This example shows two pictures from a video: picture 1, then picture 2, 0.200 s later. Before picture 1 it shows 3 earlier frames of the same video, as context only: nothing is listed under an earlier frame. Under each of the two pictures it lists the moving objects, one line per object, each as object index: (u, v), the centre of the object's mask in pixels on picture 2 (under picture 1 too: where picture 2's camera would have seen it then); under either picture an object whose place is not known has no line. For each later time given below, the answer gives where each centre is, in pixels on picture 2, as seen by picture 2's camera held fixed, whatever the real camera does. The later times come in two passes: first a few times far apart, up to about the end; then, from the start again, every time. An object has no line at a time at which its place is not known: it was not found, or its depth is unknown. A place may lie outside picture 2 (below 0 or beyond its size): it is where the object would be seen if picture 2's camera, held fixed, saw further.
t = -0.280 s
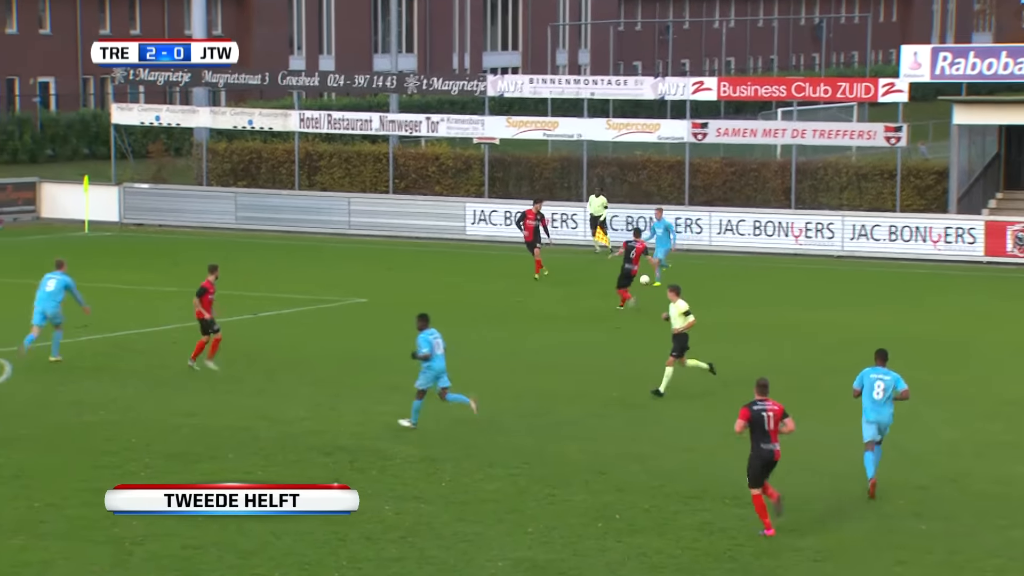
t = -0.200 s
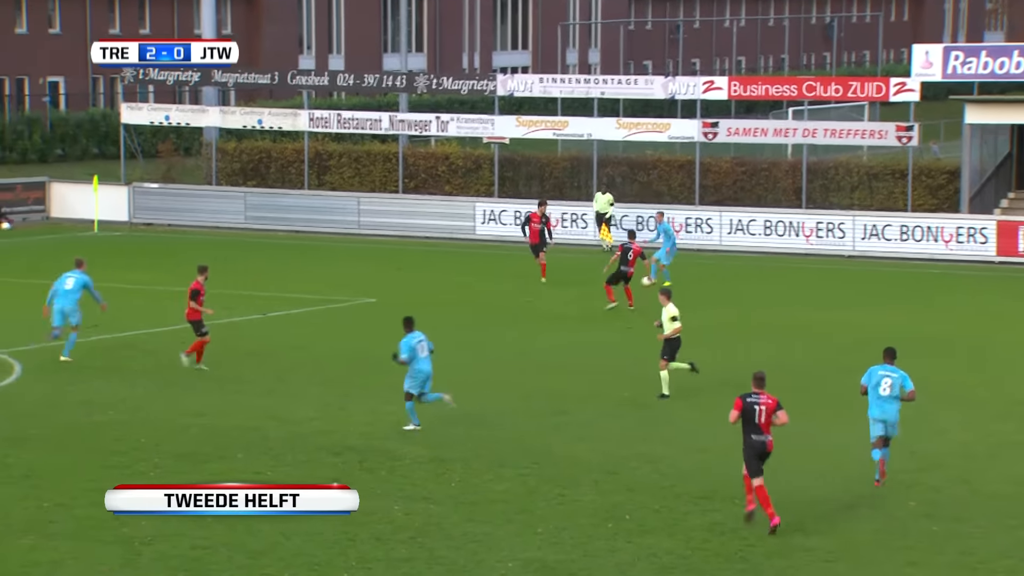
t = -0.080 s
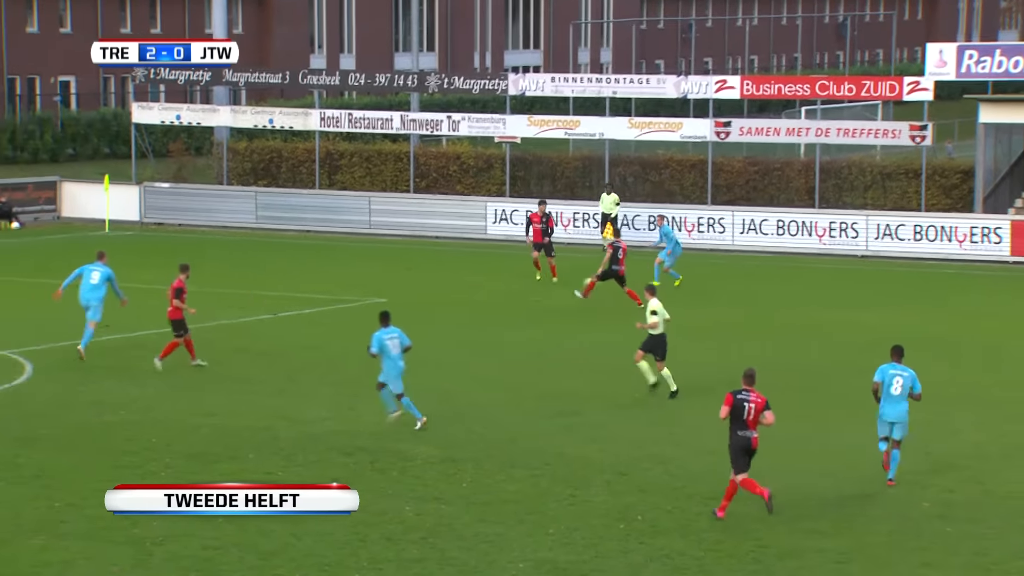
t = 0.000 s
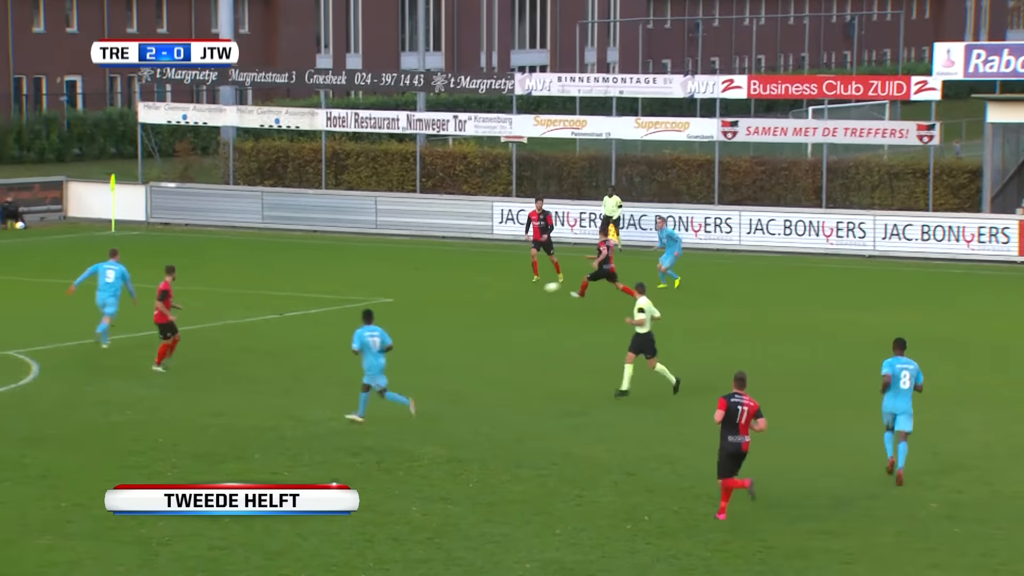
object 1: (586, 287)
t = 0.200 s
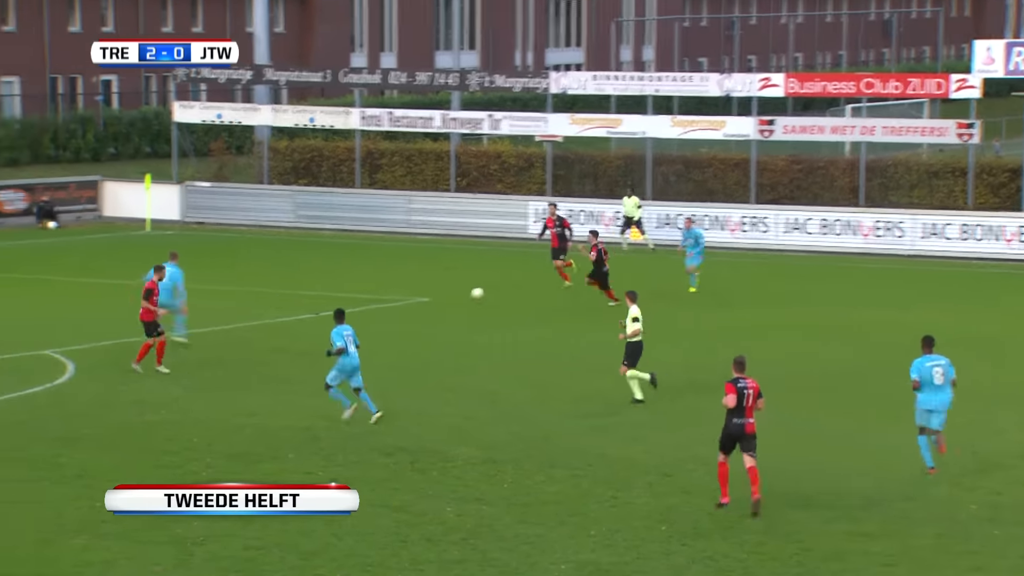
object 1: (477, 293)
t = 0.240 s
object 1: (456, 295)
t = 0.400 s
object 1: (373, 301)
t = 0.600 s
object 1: (276, 312)
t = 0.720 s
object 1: (223, 313)
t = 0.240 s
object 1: (456, 295)
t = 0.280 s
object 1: (434, 298)
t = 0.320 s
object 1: (413, 303)
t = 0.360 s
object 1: (392, 303)
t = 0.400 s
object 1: (373, 301)
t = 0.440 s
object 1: (354, 301)
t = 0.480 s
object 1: (334, 302)
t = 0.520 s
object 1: (315, 304)
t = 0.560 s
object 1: (295, 307)
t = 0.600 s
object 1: (276, 312)
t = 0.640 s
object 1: (257, 314)
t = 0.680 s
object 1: (240, 313)
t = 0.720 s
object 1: (223, 313)
